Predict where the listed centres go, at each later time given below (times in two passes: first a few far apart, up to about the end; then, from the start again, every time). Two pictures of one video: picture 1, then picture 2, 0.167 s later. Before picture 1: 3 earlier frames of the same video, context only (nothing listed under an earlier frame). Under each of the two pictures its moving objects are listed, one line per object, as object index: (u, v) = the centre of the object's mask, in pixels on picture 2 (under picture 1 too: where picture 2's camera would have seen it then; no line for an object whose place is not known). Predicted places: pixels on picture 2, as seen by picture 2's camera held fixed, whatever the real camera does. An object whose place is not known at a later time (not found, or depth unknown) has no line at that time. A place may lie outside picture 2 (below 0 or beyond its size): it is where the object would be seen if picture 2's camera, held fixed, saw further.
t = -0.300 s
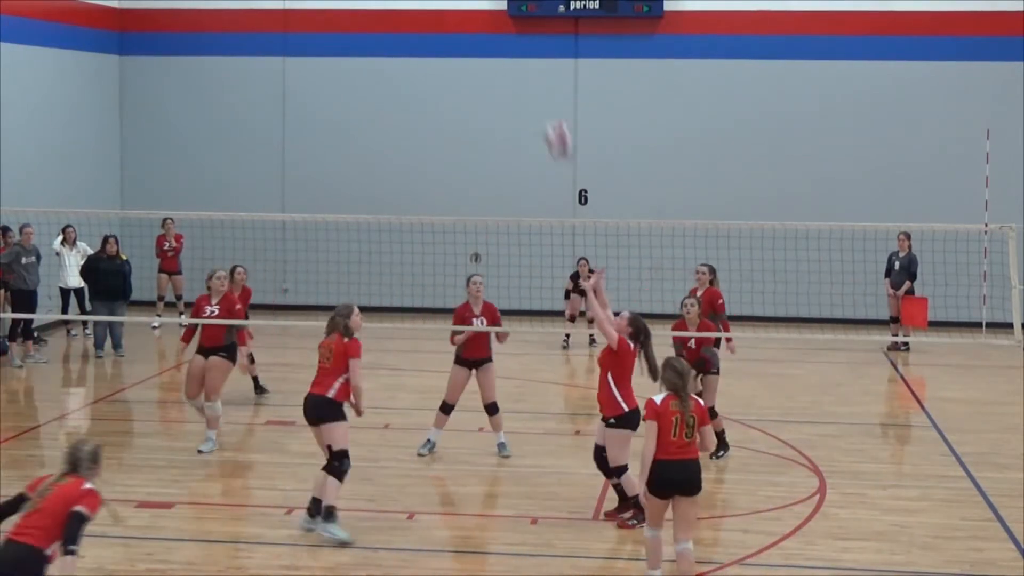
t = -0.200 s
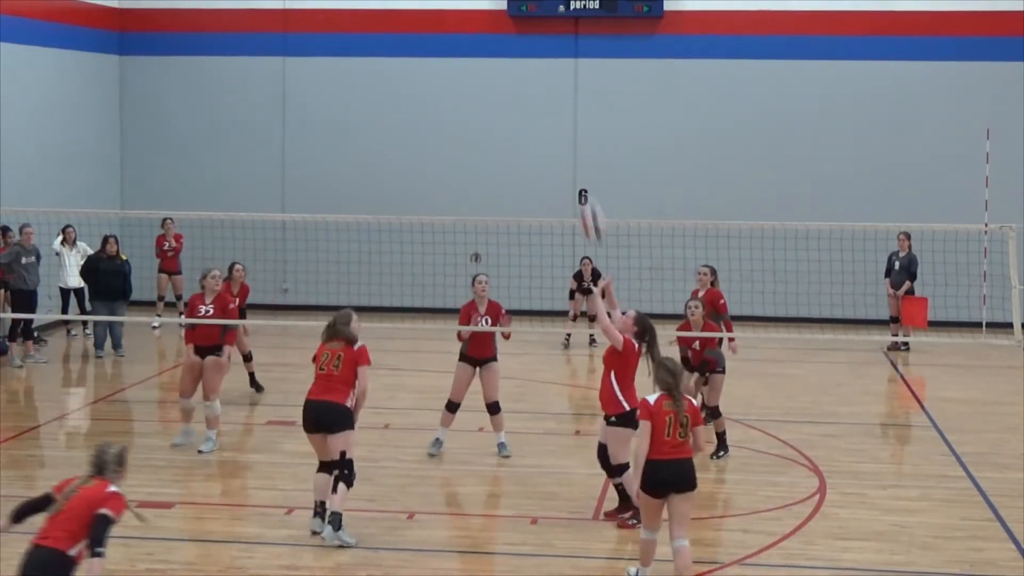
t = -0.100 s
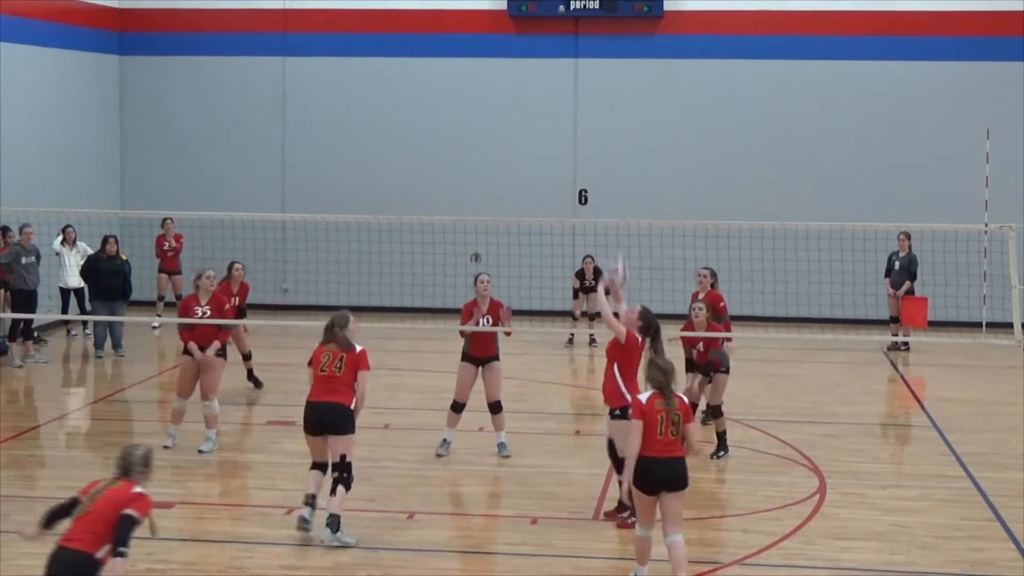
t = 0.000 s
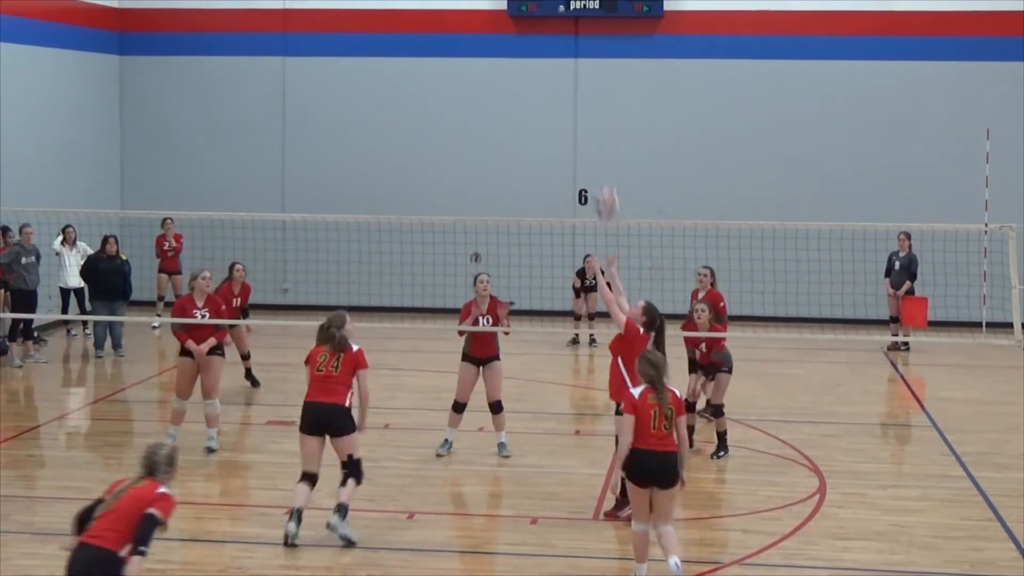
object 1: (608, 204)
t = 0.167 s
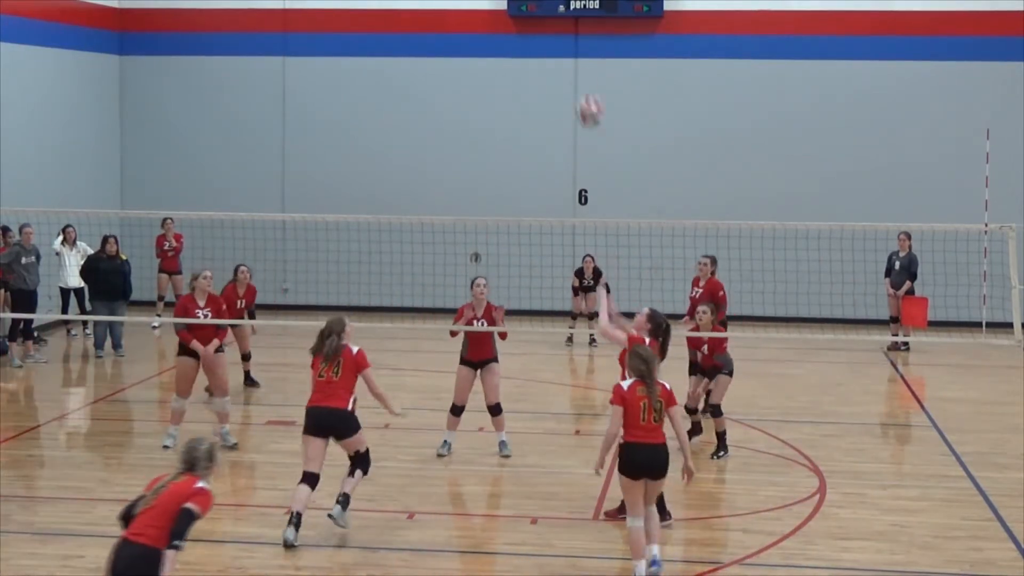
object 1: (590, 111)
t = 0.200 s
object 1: (586, 96)
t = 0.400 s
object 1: (566, 45)
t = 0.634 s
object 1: (542, 50)
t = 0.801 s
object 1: (524, 95)
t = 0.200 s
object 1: (586, 96)
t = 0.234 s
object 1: (583, 84)
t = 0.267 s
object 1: (579, 74)
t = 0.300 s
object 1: (576, 65)
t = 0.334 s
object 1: (572, 57)
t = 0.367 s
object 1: (569, 50)
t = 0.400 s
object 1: (566, 45)
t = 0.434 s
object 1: (562, 42)
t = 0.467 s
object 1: (558, 40)
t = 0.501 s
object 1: (555, 39)
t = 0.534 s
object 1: (552, 40)
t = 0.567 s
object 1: (549, 42)
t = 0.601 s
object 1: (545, 45)
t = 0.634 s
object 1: (542, 50)
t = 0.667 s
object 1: (538, 56)
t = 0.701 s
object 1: (534, 64)
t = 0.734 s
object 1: (532, 74)
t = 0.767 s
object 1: (528, 84)
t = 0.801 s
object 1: (524, 95)
